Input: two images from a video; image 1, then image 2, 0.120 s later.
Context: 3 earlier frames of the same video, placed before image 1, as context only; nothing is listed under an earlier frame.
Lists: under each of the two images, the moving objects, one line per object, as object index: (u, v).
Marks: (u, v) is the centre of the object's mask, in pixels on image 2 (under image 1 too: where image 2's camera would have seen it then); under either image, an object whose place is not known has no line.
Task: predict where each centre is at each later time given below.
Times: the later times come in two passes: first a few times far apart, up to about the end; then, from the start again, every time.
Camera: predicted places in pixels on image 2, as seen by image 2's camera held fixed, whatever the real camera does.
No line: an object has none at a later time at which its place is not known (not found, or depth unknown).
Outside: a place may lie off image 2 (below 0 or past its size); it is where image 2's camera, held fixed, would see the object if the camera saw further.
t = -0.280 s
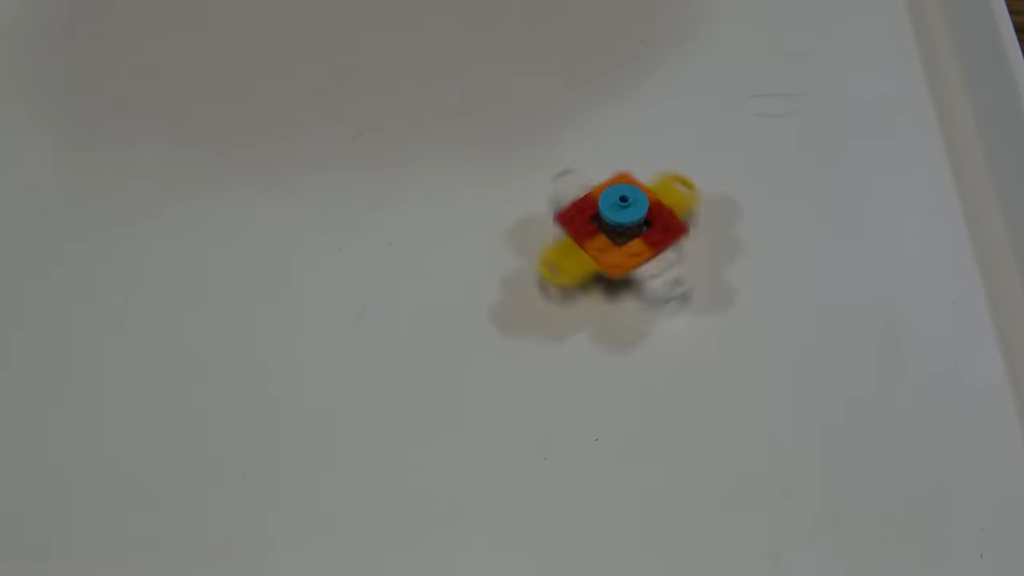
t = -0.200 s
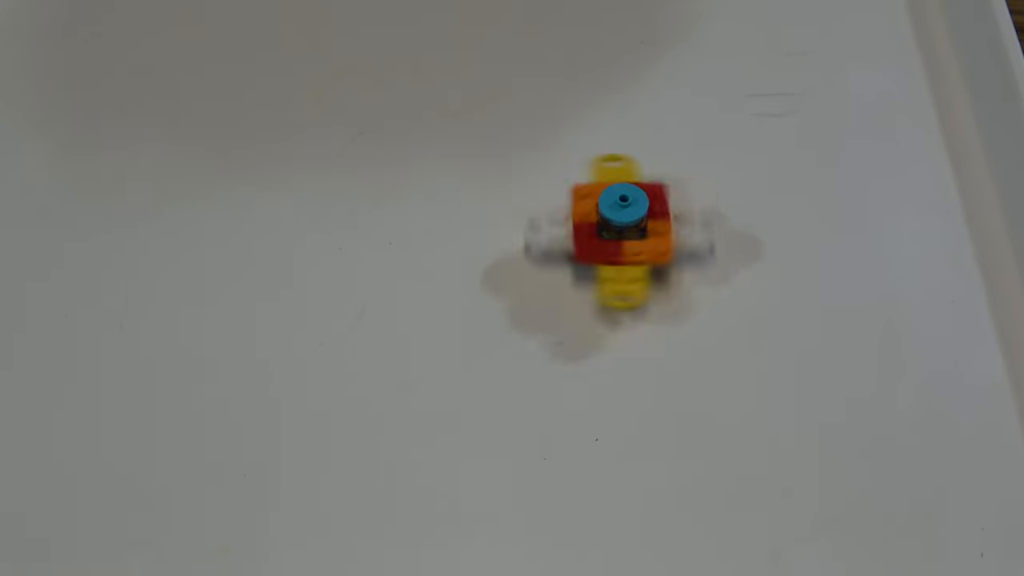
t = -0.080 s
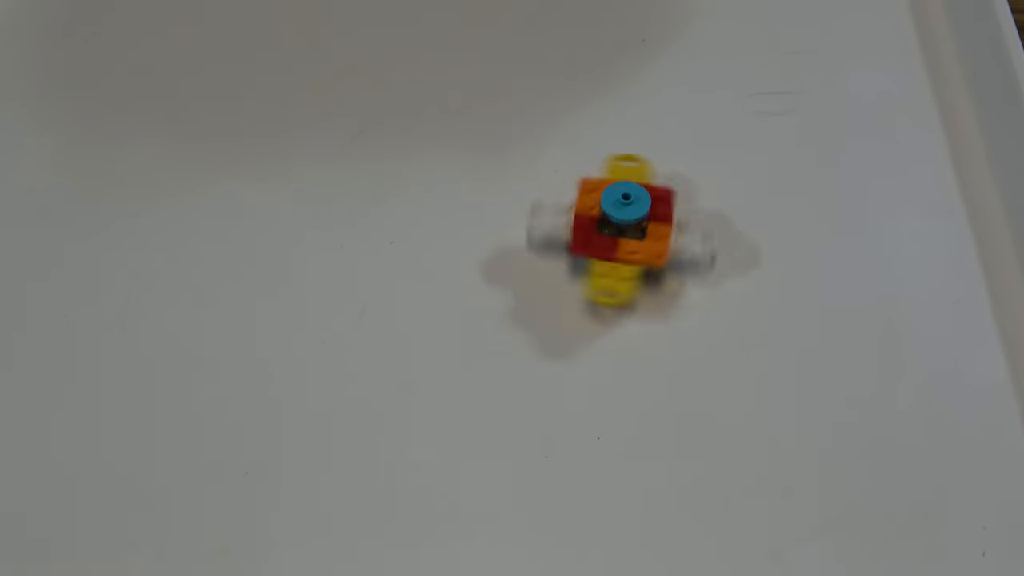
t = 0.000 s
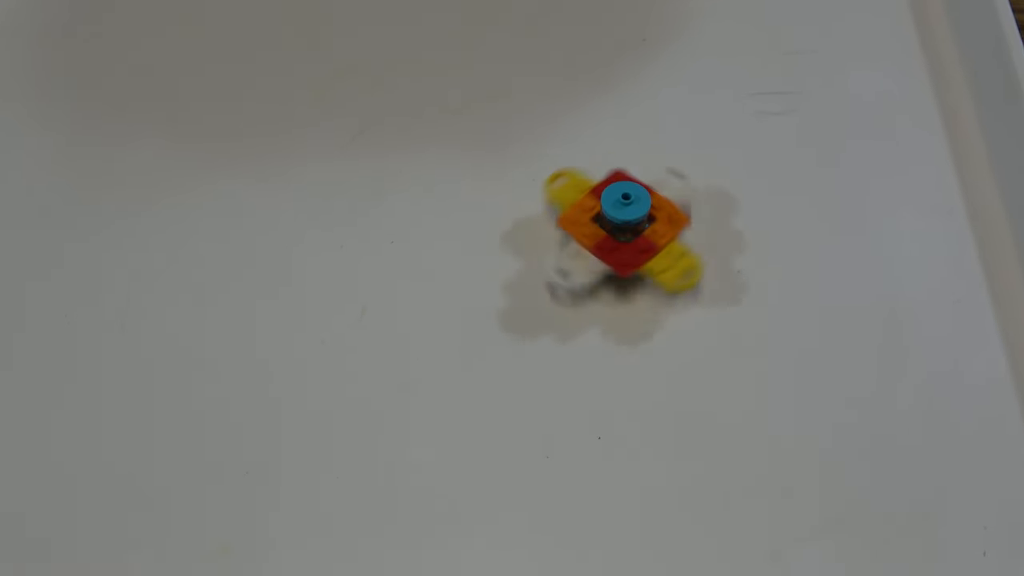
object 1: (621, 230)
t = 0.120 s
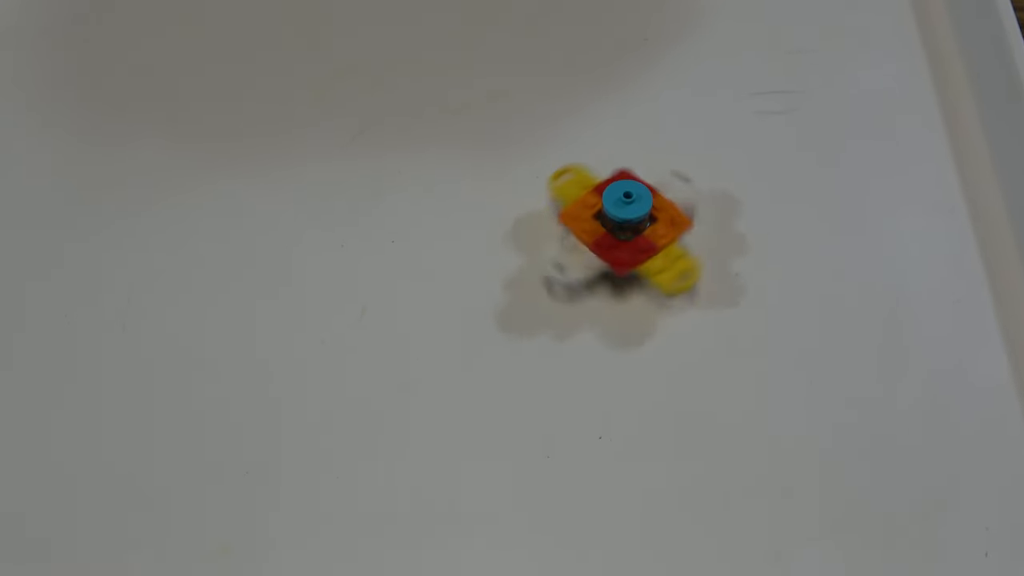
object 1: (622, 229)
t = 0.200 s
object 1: (621, 229)
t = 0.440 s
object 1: (624, 229)
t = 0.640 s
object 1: (620, 229)
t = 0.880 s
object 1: (613, 228)
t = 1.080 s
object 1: (614, 228)
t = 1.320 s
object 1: (609, 231)
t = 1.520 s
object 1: (607, 233)
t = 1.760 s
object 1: (607, 230)
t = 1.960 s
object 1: (607, 232)
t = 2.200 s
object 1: (605, 231)
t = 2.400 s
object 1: (609, 232)
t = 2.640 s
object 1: (605, 231)
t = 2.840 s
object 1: (603, 227)
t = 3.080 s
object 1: (605, 230)
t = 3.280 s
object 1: (603, 227)
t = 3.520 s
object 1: (603, 228)
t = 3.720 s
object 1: (599, 227)
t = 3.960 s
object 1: (602, 224)
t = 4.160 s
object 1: (598, 224)
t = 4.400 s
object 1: (598, 223)
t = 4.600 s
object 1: (595, 224)
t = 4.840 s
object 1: (596, 222)
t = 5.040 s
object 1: (593, 223)
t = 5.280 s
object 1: (585, 223)
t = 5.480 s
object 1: (589, 223)
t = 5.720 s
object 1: (596, 235)
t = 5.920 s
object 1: (594, 246)
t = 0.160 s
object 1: (623, 229)
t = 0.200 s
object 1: (621, 229)
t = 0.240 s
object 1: (620, 231)
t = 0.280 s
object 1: (621, 230)
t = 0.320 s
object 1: (622, 229)
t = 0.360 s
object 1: (622, 229)
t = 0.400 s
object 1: (623, 229)
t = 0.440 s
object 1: (624, 229)
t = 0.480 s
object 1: (623, 230)
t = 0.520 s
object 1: (622, 229)
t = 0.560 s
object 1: (621, 230)
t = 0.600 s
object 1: (618, 233)
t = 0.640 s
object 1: (620, 229)
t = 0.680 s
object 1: (622, 231)
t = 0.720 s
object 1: (617, 231)
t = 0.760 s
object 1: (617, 228)
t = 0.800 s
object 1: (617, 228)
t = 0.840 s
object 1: (614, 232)
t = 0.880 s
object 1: (613, 228)
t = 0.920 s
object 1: (616, 228)
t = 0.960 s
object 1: (616, 228)
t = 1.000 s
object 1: (613, 228)
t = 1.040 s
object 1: (614, 228)
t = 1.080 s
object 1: (614, 228)
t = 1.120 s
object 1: (609, 234)
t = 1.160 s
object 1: (612, 231)
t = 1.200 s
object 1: (611, 231)
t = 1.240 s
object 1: (609, 234)
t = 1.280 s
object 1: (607, 231)
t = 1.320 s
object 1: (609, 231)
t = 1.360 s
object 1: (609, 232)
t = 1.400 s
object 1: (608, 232)
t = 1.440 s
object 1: (608, 232)
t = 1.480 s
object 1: (606, 231)
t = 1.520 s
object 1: (607, 233)
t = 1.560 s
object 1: (606, 230)
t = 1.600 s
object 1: (607, 230)
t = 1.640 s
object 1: (608, 231)
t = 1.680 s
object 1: (606, 230)
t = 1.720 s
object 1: (606, 231)
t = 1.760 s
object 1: (607, 230)
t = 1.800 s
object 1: (606, 234)
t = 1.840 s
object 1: (605, 231)
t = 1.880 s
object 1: (607, 230)
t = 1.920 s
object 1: (606, 231)
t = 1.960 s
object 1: (607, 232)
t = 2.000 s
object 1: (606, 231)
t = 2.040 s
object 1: (608, 230)
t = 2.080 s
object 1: (608, 231)
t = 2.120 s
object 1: (605, 232)
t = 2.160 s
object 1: (606, 231)
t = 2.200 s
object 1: (605, 231)
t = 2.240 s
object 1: (607, 232)
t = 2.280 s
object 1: (606, 231)
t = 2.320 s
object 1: (607, 231)
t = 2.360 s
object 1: (608, 230)
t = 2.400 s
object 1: (609, 232)
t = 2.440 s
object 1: (608, 232)
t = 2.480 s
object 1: (608, 232)
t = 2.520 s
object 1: (608, 231)
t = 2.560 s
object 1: (608, 232)
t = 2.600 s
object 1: (605, 231)
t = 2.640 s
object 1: (605, 231)
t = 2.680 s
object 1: (606, 229)
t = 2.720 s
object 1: (606, 230)
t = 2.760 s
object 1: (604, 230)
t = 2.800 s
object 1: (603, 228)
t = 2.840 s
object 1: (603, 227)
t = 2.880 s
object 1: (604, 228)
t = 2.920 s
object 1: (603, 230)
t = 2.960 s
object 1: (599, 229)
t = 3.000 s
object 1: (602, 229)
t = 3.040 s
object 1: (604, 229)
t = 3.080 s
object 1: (605, 230)
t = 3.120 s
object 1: (604, 228)
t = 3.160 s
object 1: (603, 227)
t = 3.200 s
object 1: (603, 227)
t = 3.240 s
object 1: (604, 227)
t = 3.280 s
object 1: (603, 227)
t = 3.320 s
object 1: (598, 226)
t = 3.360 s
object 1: (602, 226)
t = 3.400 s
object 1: (603, 226)
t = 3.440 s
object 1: (604, 227)
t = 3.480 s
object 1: (603, 229)
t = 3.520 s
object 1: (603, 228)
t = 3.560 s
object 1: (604, 228)
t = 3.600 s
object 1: (605, 227)
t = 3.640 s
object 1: (605, 227)
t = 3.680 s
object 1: (603, 228)
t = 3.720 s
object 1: (599, 227)
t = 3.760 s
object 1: (602, 226)
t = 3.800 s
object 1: (603, 225)
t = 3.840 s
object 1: (604, 226)
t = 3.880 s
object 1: (602, 225)
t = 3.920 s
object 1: (602, 224)
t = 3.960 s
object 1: (602, 224)
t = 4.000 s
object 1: (602, 224)
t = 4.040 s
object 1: (599, 223)
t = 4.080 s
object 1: (601, 227)
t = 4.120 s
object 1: (600, 225)
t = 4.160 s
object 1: (598, 224)
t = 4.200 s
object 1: (599, 224)
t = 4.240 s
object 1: (600, 224)
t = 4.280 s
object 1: (601, 224)
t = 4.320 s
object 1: (600, 224)
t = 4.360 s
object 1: (599, 224)
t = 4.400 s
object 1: (598, 223)
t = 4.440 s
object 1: (597, 223)
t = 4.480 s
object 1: (597, 223)
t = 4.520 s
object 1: (598, 224)
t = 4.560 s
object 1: (597, 225)
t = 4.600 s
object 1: (595, 224)
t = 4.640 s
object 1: (595, 223)
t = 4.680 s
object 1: (596, 223)
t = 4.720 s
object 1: (595, 222)
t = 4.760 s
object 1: (597, 222)
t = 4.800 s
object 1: (598, 222)
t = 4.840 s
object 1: (596, 222)
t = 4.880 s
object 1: (596, 221)
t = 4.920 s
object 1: (595, 220)
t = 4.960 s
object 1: (596, 222)
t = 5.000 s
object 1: (593, 221)
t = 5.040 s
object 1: (593, 223)
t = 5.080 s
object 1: (591, 224)
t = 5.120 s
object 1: (588, 224)
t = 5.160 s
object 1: (587, 222)
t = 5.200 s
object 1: (584, 222)
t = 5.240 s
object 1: (584, 223)
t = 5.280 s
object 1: (585, 223)
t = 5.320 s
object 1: (586, 224)
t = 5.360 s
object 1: (587, 224)
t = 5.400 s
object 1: (588, 224)
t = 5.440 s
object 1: (588, 224)
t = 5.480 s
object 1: (589, 223)
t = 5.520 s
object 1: (592, 224)
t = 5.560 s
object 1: (592, 225)
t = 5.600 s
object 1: (593, 227)
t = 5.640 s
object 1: (597, 230)
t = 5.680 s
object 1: (597, 232)
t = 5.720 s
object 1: (596, 235)
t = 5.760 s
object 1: (593, 237)
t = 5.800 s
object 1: (593, 239)
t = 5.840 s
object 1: (594, 241)
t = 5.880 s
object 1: (593, 244)
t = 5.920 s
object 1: (594, 246)
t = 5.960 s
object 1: (597, 248)
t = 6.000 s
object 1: (598, 248)
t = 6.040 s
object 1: (600, 250)
